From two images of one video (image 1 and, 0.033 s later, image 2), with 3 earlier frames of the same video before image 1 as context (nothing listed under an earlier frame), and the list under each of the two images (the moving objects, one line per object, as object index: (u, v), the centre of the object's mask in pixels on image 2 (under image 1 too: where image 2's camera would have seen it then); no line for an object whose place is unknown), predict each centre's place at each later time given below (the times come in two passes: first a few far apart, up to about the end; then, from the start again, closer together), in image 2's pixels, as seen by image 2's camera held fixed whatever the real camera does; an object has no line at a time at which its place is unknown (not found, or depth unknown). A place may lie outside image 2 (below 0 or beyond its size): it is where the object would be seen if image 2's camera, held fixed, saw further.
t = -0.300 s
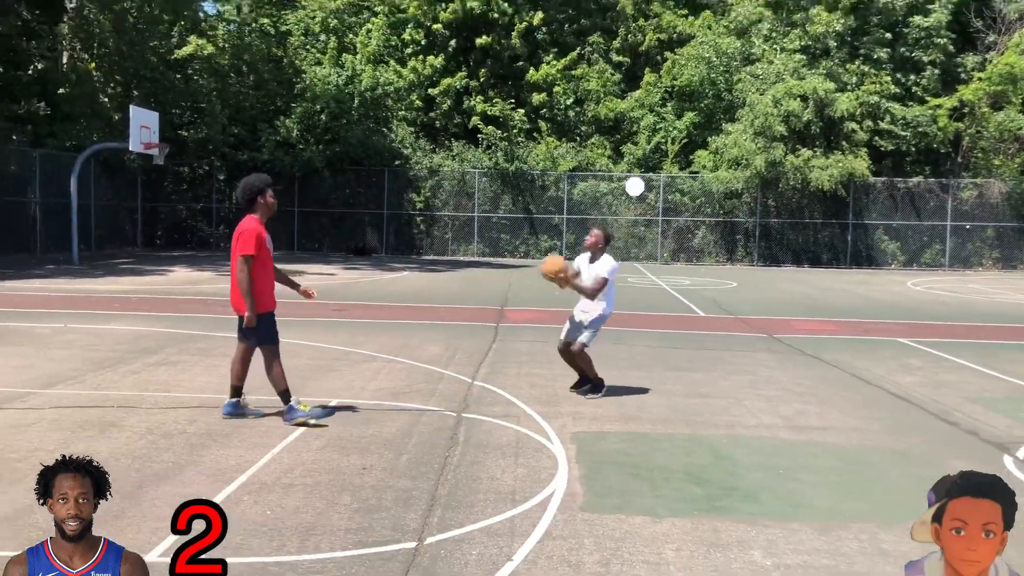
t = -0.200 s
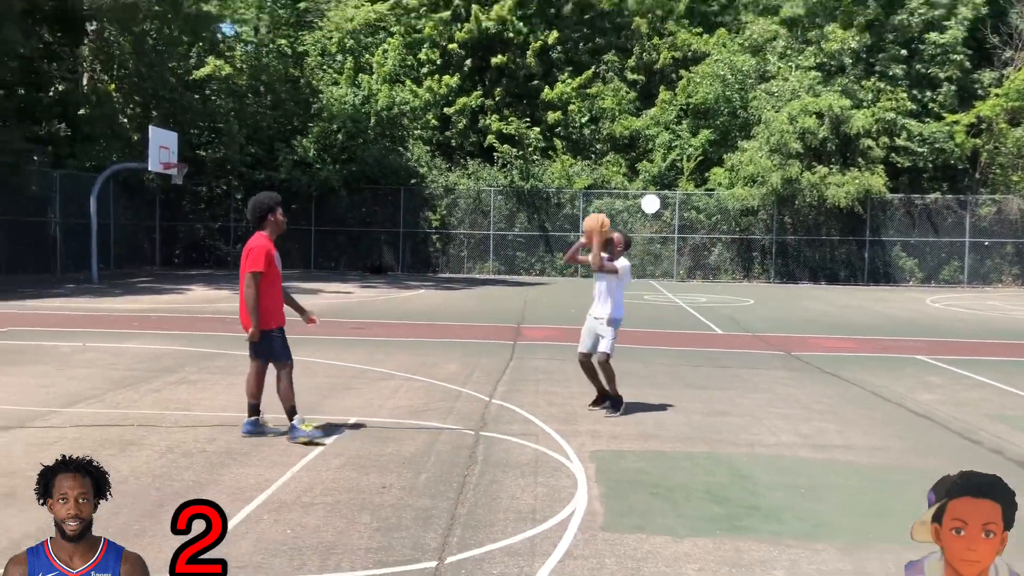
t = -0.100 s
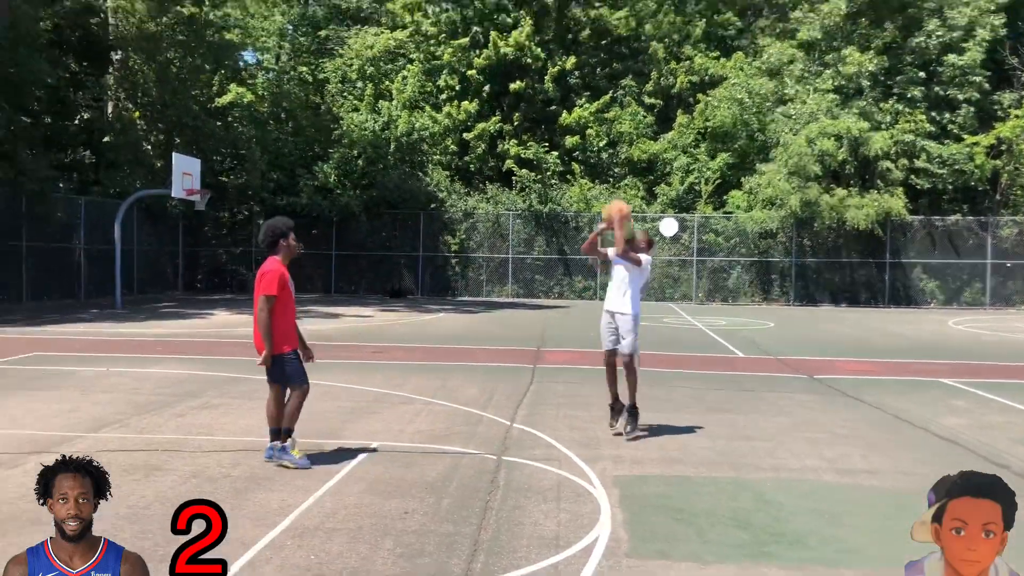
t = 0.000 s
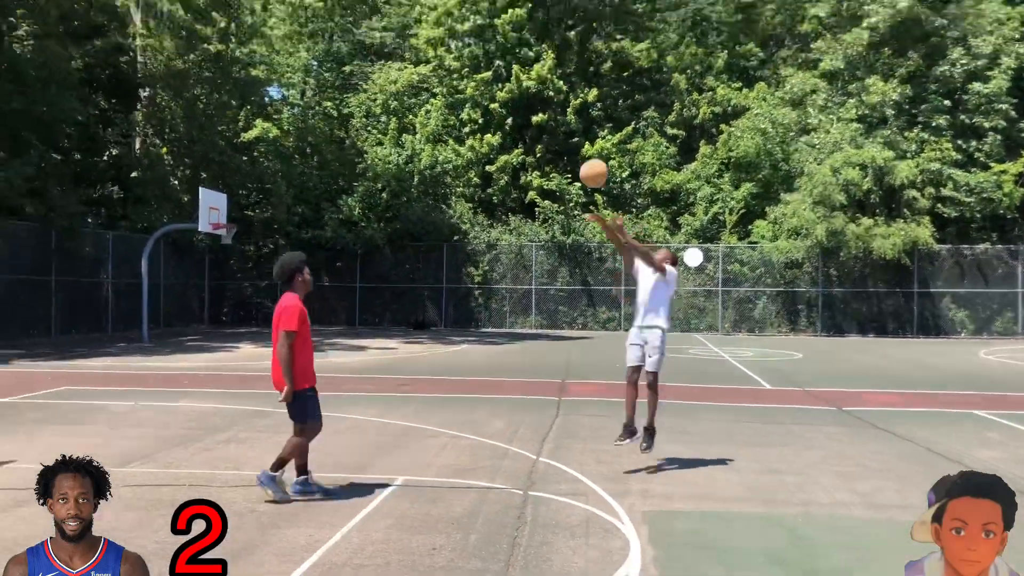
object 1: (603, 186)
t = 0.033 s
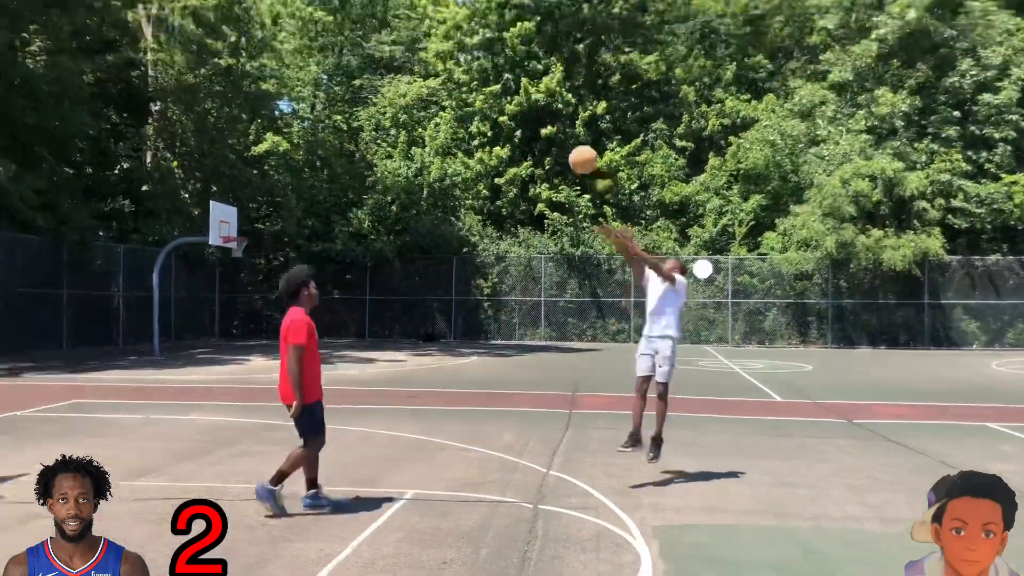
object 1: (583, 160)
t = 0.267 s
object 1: (439, 15)
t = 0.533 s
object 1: (271, -83)
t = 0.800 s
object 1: (97, -101)
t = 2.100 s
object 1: (-42, 257)
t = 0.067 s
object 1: (562, 134)
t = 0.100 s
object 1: (541, 110)
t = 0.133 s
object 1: (520, 87)
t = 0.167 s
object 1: (500, 67)
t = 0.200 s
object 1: (481, 49)
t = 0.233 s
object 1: (461, 33)
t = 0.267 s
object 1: (439, 15)
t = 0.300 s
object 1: (418, 0)
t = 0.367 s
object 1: (376, -30)
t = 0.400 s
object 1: (356, -42)
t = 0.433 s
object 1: (335, -54)
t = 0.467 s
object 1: (314, -65)
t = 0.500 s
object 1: (293, -75)
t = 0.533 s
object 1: (271, -83)
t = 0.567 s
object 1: (252, -88)
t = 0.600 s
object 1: (228, -93)
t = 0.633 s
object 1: (207, -99)
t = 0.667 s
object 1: (185, -102)
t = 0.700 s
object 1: (165, -104)
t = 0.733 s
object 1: (143, -104)
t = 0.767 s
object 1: (119, -104)
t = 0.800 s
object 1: (97, -101)
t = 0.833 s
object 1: (75, -97)
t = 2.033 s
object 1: (-53, 217)
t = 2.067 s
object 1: (-47, 237)
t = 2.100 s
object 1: (-42, 257)
